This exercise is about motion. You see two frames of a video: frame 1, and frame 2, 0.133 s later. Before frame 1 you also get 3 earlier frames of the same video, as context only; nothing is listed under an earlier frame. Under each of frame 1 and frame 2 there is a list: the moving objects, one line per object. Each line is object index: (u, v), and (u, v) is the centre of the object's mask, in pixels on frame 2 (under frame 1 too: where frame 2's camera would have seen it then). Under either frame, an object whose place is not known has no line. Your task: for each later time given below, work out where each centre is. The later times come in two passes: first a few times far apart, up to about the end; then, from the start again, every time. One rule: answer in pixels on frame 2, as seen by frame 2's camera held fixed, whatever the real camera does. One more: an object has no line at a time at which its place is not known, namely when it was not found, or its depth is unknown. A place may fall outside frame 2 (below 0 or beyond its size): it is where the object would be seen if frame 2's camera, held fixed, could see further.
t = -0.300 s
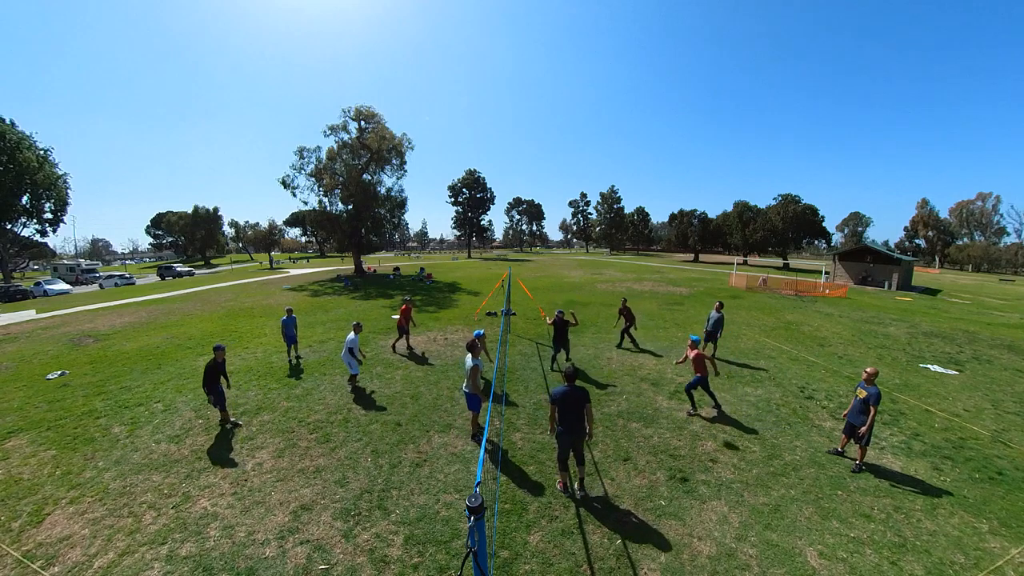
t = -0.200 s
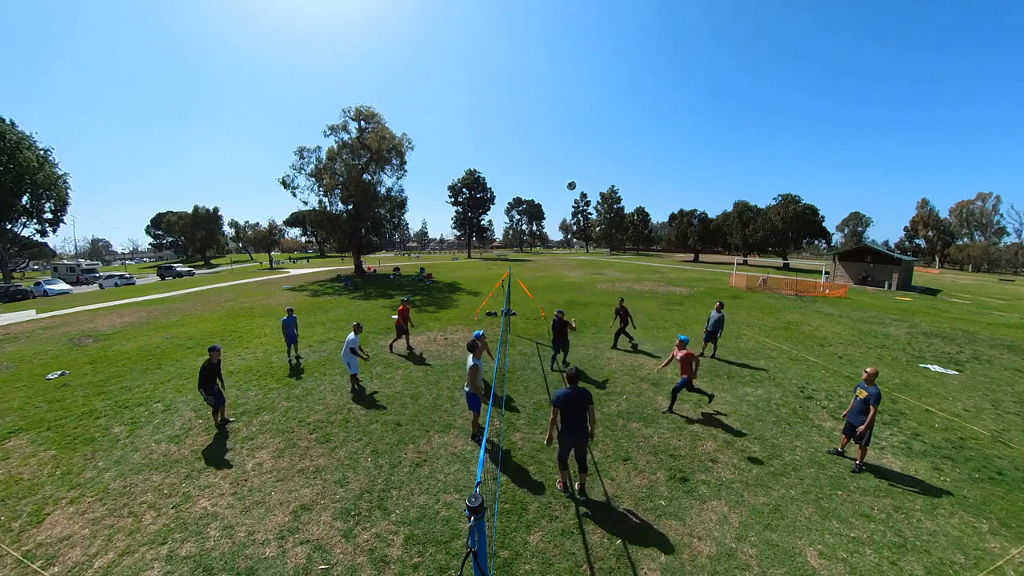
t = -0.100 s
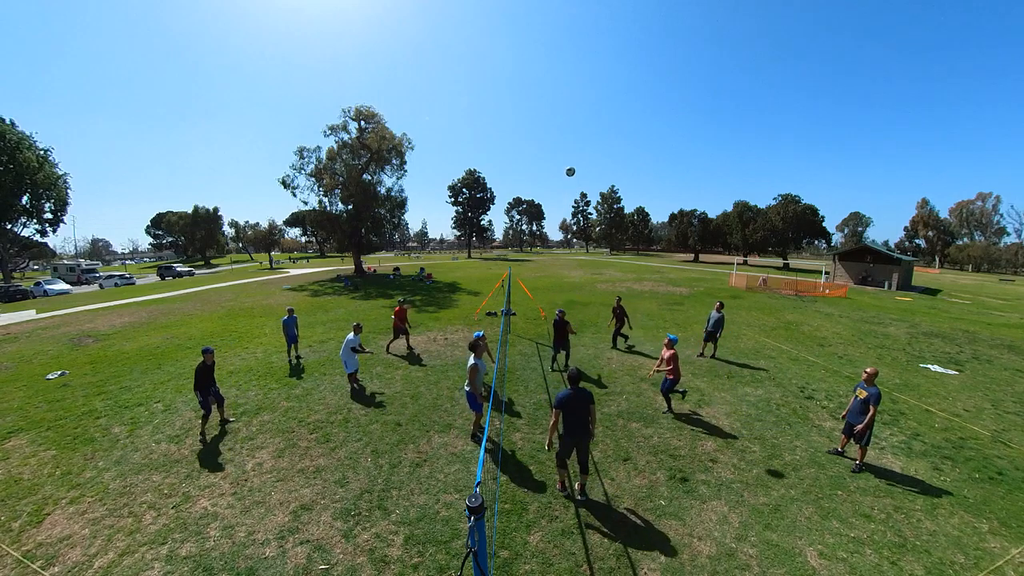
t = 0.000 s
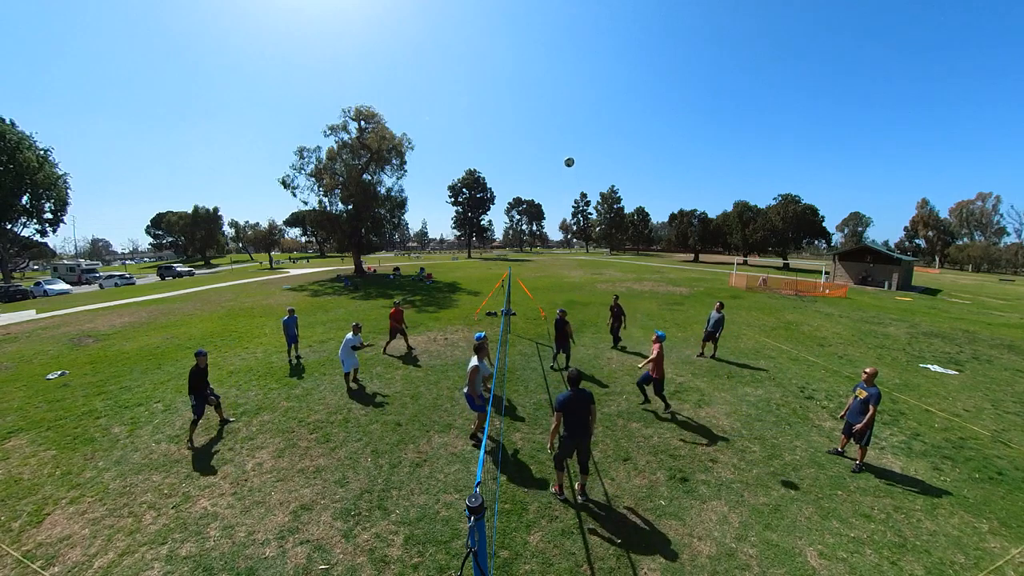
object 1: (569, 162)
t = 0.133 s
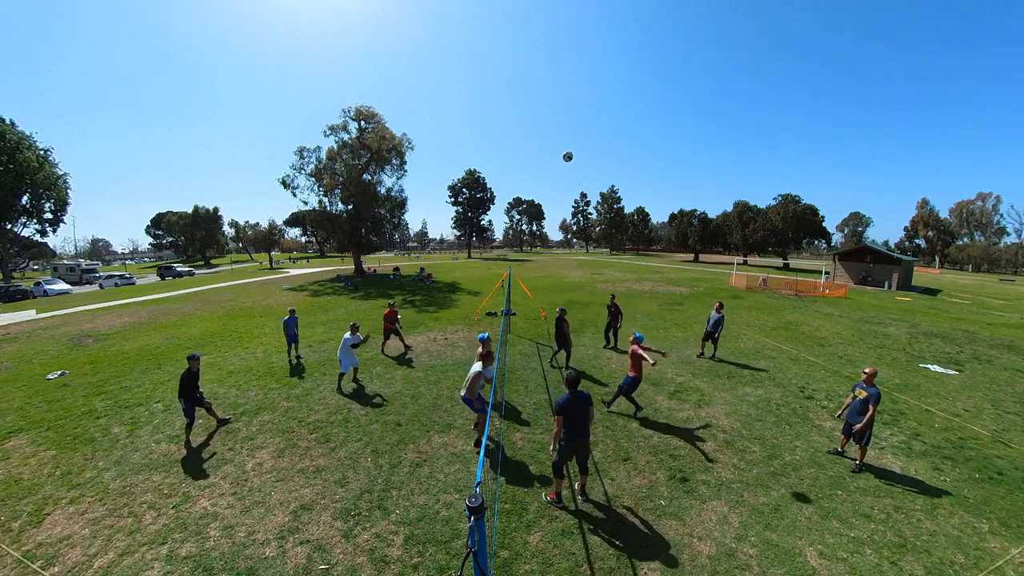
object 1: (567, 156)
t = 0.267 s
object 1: (566, 159)
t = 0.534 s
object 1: (563, 196)
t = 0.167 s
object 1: (567, 156)
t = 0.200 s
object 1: (567, 157)
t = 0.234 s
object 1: (566, 158)
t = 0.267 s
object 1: (566, 159)
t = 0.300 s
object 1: (566, 162)
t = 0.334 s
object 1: (565, 165)
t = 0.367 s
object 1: (565, 168)
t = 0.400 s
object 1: (564, 172)
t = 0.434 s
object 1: (564, 177)
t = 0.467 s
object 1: (564, 182)
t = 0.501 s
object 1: (563, 188)
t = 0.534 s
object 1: (563, 196)
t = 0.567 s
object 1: (563, 203)
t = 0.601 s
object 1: (562, 211)
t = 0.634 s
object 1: (562, 222)
